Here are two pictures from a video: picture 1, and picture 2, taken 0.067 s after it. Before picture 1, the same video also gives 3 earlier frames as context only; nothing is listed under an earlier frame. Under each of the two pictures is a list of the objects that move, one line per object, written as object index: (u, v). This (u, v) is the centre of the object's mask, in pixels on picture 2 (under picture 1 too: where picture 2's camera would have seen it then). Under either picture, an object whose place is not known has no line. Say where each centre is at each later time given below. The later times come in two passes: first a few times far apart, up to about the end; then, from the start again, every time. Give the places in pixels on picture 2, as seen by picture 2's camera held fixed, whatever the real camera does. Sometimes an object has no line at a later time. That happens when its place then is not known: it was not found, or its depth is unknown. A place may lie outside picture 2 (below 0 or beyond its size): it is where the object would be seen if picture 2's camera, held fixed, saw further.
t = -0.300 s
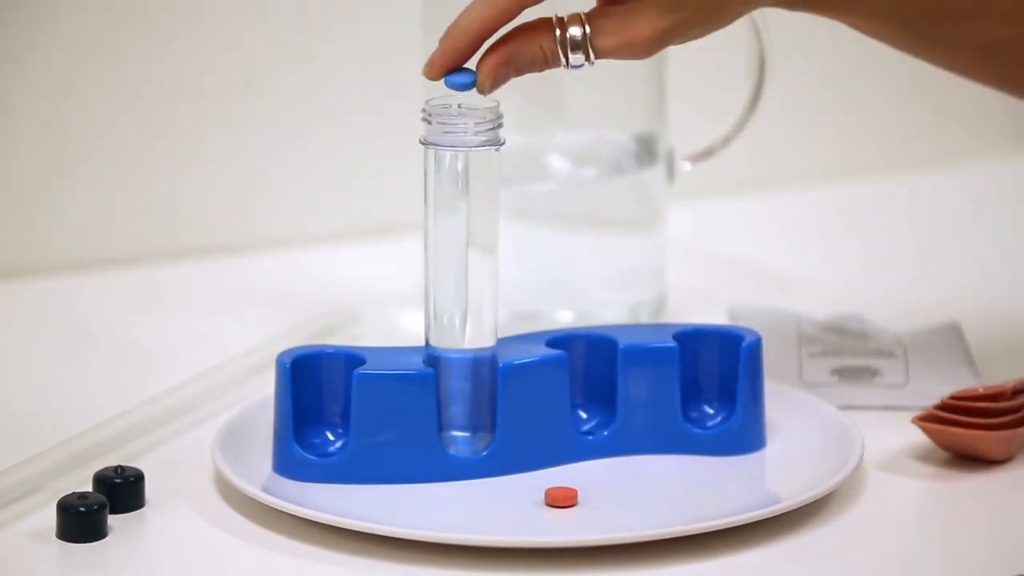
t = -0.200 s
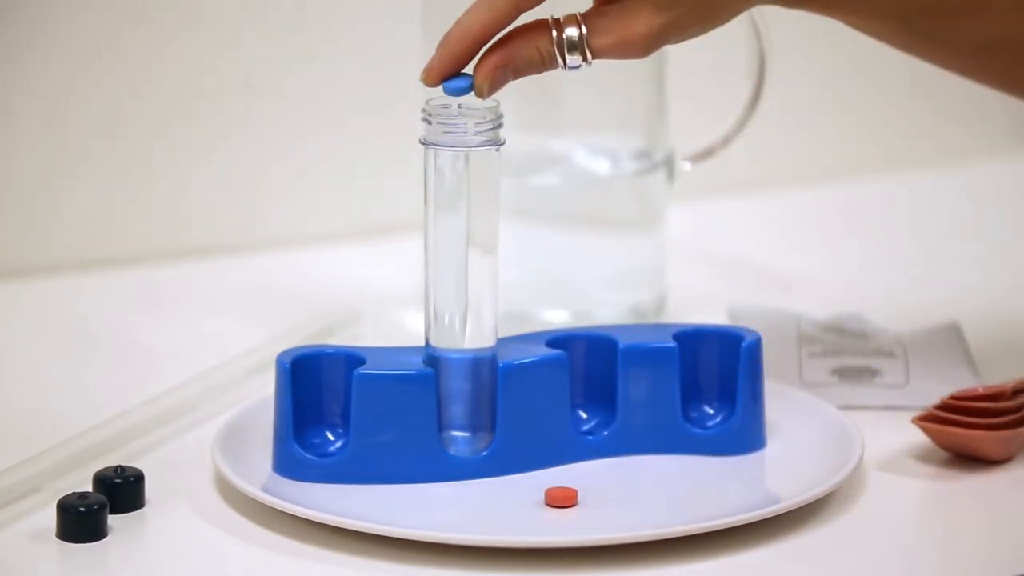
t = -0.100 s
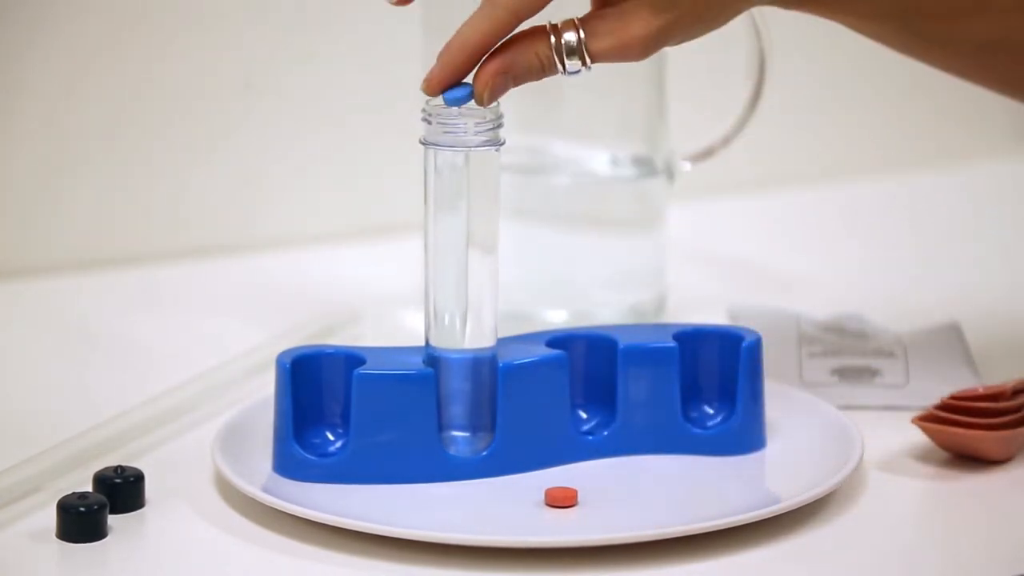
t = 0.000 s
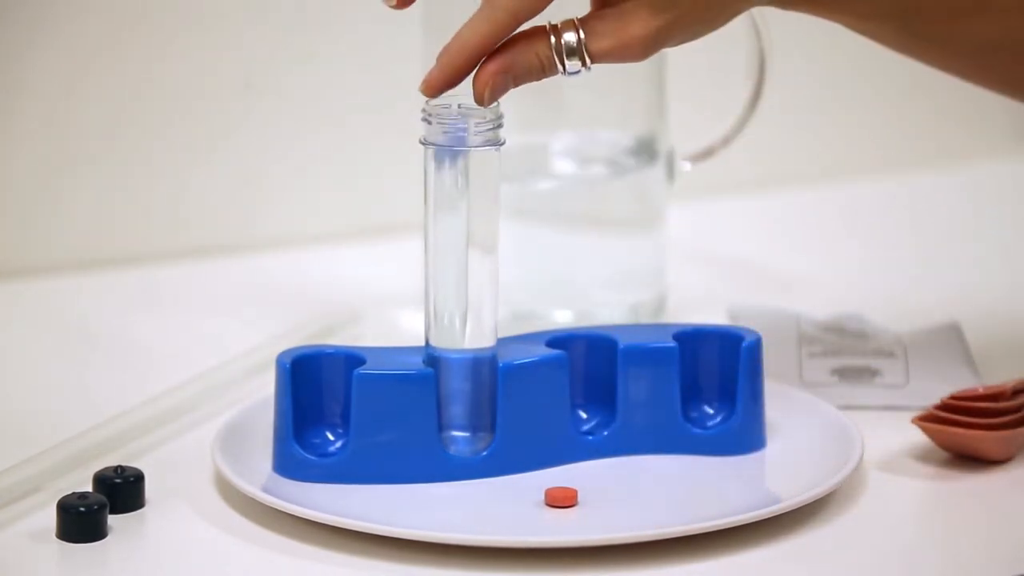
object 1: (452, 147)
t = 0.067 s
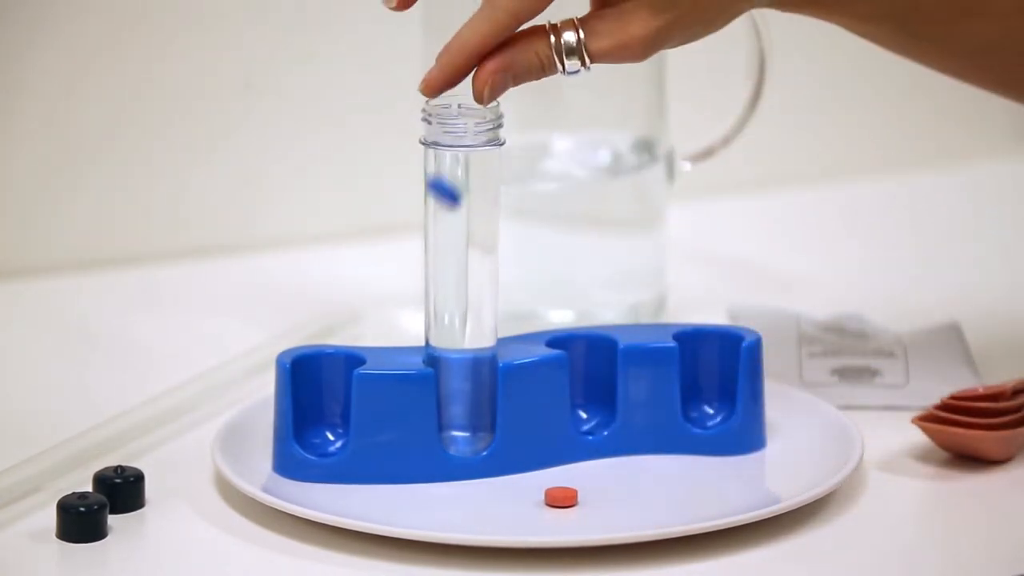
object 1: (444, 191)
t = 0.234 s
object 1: (477, 248)
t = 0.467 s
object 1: (446, 331)
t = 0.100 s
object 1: (445, 208)
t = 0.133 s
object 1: (452, 224)
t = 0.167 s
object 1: (461, 234)
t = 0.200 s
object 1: (470, 242)
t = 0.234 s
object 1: (477, 248)
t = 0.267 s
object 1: (483, 255)
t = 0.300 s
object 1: (485, 265)
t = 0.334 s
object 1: (480, 291)
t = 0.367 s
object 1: (471, 306)
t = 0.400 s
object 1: (460, 317)
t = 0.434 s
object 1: (452, 324)
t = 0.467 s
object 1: (446, 331)
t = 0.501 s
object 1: (441, 339)
